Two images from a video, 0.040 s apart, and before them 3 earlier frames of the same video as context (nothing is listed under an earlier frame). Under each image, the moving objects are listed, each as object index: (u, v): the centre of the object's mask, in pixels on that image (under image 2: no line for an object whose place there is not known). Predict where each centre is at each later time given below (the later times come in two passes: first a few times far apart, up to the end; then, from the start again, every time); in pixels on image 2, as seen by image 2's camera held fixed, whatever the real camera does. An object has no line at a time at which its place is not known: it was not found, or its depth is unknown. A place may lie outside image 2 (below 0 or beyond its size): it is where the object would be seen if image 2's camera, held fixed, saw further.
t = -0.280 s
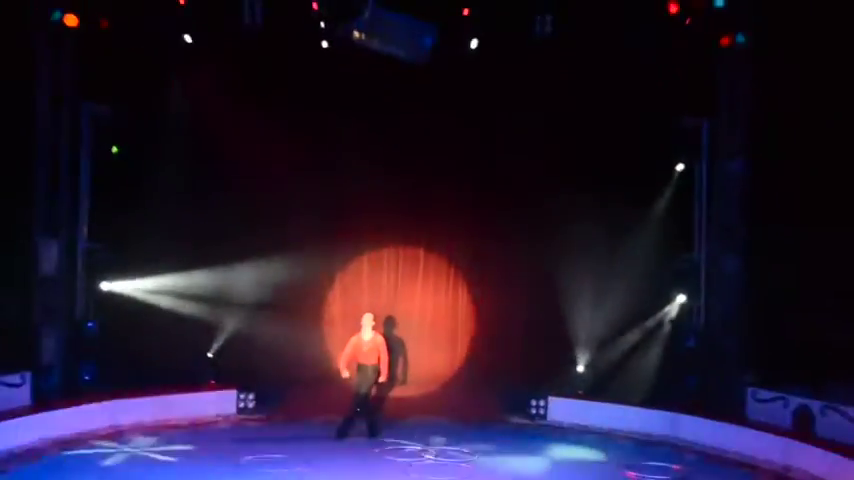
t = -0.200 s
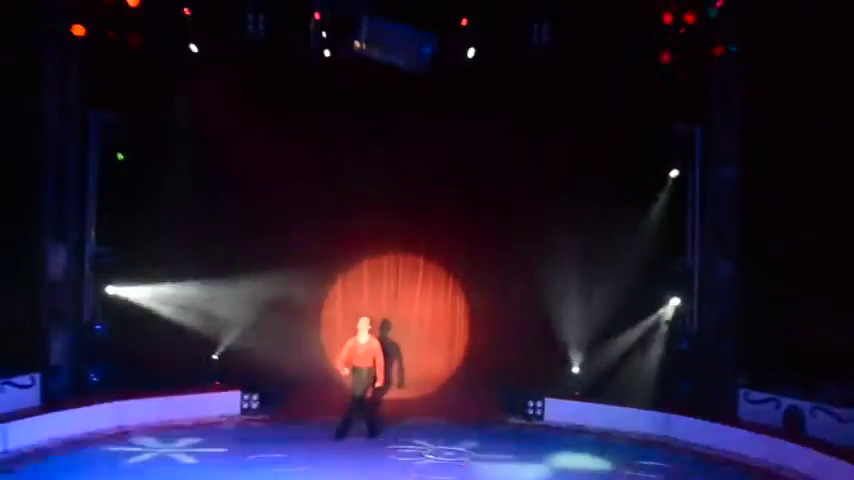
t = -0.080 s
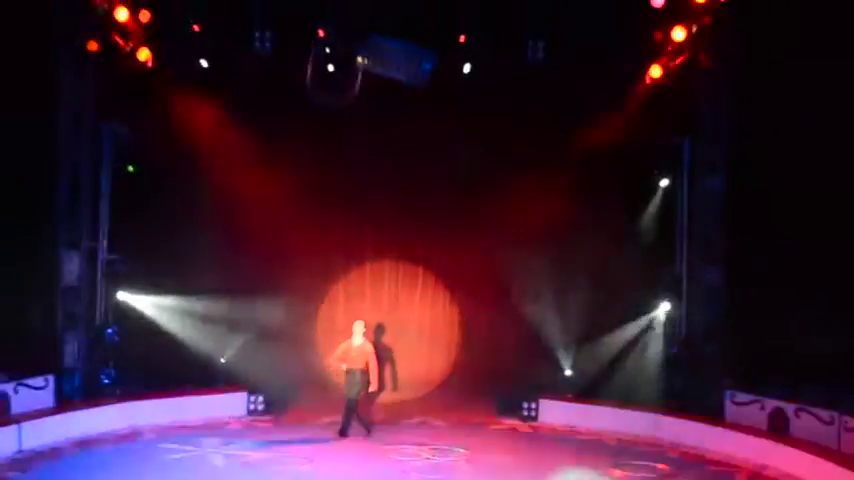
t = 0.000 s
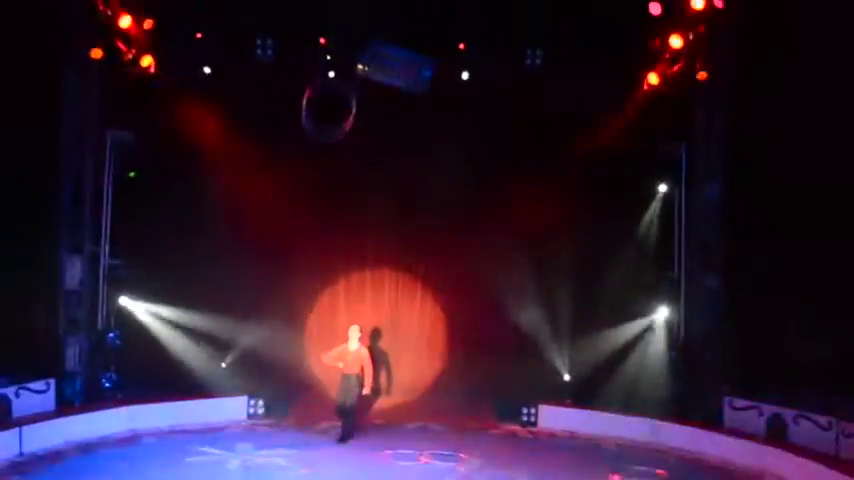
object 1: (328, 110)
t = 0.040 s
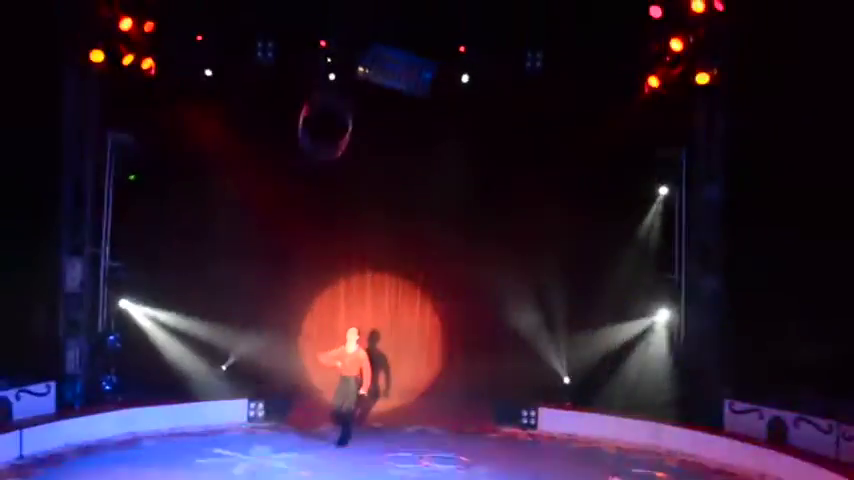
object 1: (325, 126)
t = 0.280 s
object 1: (307, 242)
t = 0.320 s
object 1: (304, 263)
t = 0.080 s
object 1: (321, 143)
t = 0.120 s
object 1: (318, 161)
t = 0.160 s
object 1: (315, 180)
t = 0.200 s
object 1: (312, 200)
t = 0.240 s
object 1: (310, 221)
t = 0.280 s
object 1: (307, 242)
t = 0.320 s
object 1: (304, 263)
